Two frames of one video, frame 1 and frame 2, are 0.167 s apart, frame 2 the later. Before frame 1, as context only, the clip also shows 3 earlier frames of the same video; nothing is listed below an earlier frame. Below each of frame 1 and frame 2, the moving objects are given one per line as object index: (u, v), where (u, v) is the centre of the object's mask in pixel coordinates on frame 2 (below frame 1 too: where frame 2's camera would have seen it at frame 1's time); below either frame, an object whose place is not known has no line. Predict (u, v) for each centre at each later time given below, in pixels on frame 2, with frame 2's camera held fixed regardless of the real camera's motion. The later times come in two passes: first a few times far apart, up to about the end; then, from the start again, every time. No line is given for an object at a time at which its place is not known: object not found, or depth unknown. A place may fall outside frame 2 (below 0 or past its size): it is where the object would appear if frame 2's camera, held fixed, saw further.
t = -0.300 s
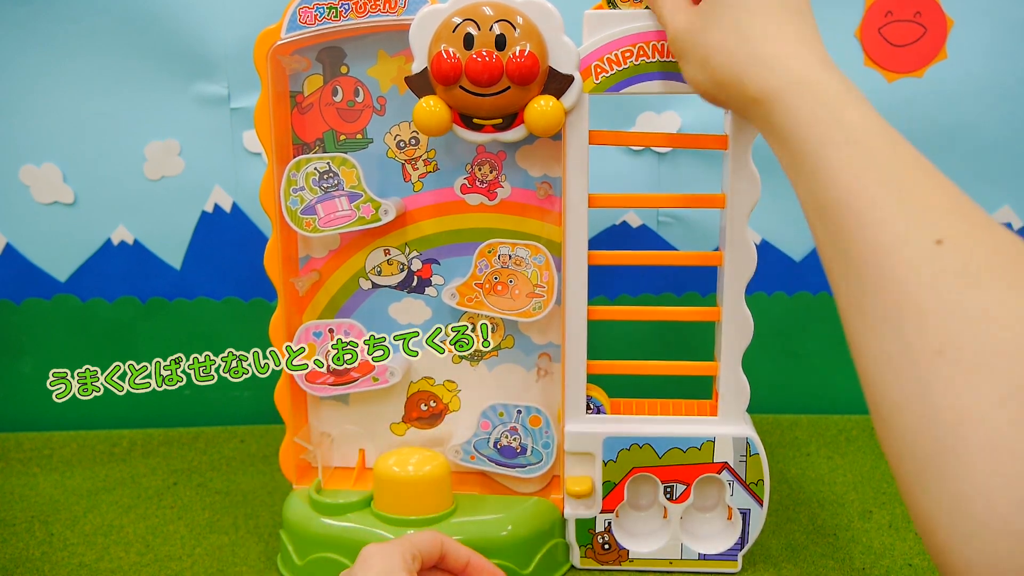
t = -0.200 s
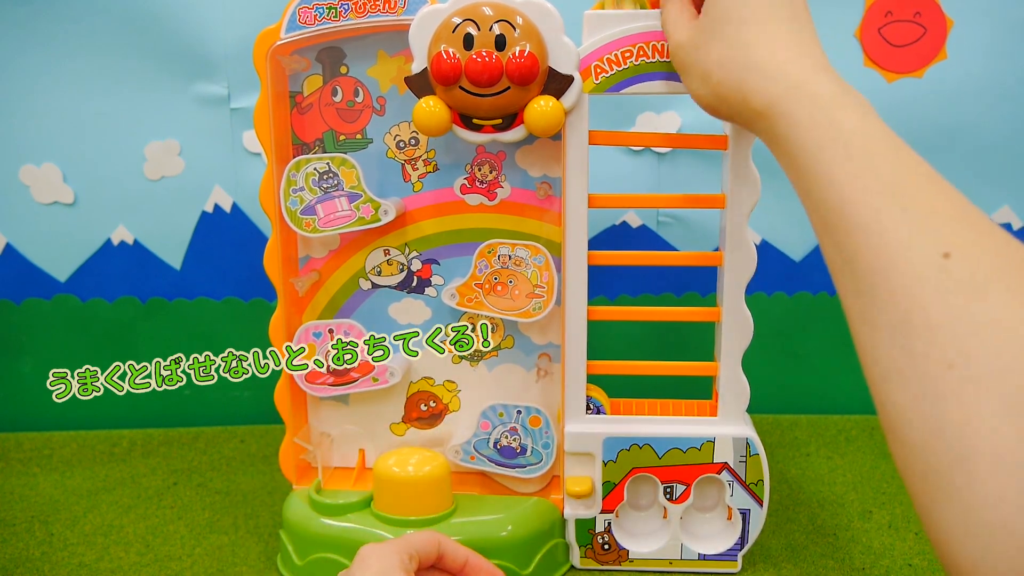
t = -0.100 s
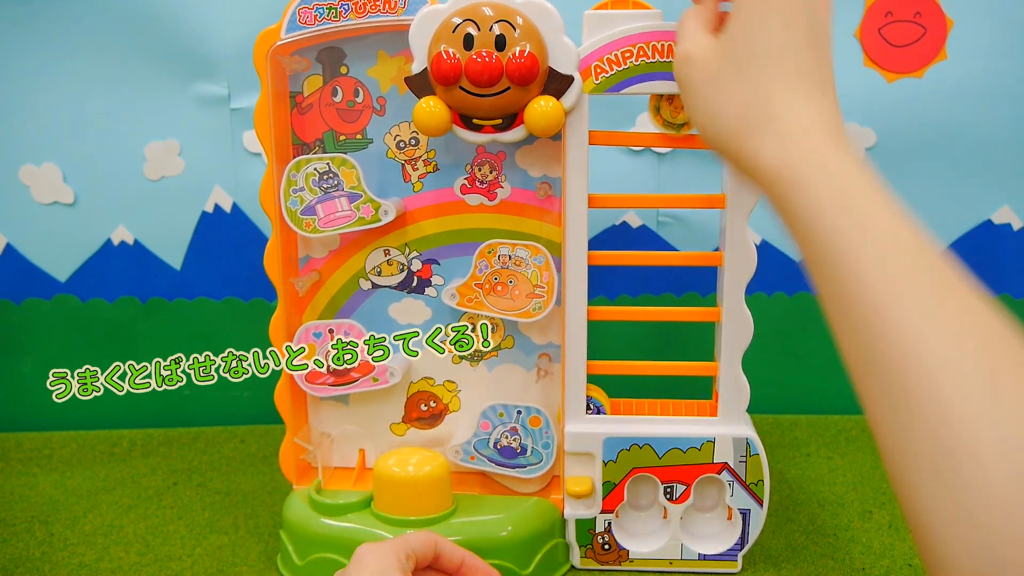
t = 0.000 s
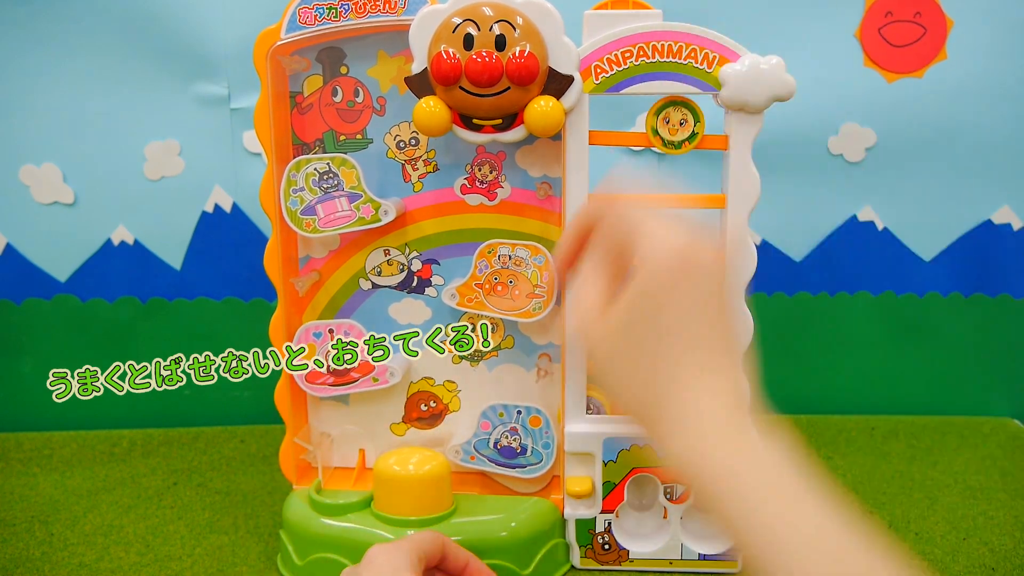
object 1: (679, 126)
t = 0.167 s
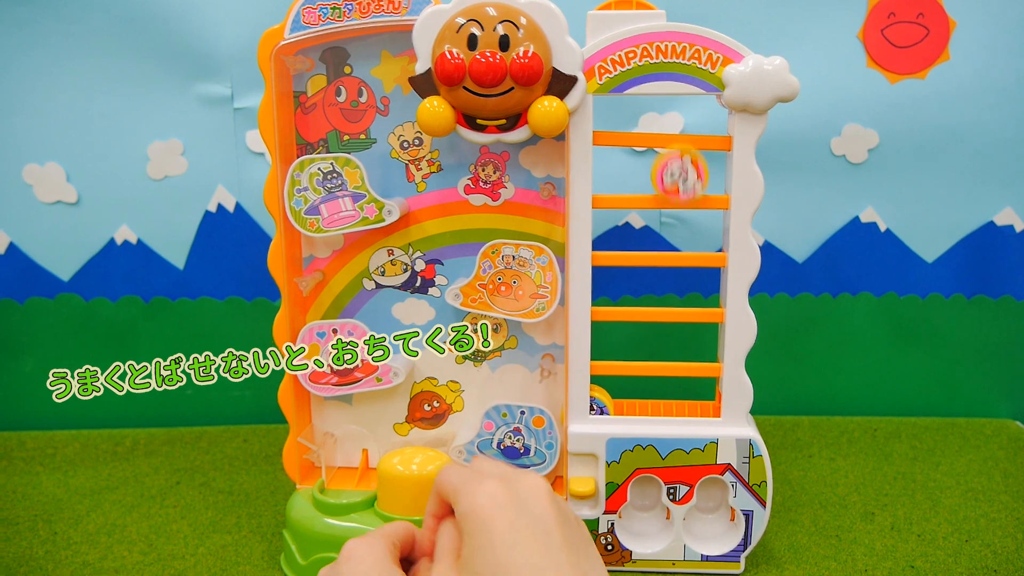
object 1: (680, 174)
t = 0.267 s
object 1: (674, 223)
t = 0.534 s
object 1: (672, 326)
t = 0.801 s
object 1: (663, 396)
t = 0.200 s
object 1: (678, 185)
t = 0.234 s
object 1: (677, 193)
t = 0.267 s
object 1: (674, 223)
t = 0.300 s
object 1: (674, 230)
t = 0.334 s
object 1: (673, 244)
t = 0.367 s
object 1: (672, 266)
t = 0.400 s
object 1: (673, 283)
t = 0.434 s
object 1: (673, 298)
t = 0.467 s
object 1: (674, 299)
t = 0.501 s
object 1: (673, 303)
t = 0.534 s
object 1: (672, 326)
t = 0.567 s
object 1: (672, 335)
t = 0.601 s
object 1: (671, 349)
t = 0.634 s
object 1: (672, 355)
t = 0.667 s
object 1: (672, 355)
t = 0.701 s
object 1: (671, 376)
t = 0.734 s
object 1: (668, 386)
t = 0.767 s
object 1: (665, 394)
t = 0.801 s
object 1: (663, 396)
